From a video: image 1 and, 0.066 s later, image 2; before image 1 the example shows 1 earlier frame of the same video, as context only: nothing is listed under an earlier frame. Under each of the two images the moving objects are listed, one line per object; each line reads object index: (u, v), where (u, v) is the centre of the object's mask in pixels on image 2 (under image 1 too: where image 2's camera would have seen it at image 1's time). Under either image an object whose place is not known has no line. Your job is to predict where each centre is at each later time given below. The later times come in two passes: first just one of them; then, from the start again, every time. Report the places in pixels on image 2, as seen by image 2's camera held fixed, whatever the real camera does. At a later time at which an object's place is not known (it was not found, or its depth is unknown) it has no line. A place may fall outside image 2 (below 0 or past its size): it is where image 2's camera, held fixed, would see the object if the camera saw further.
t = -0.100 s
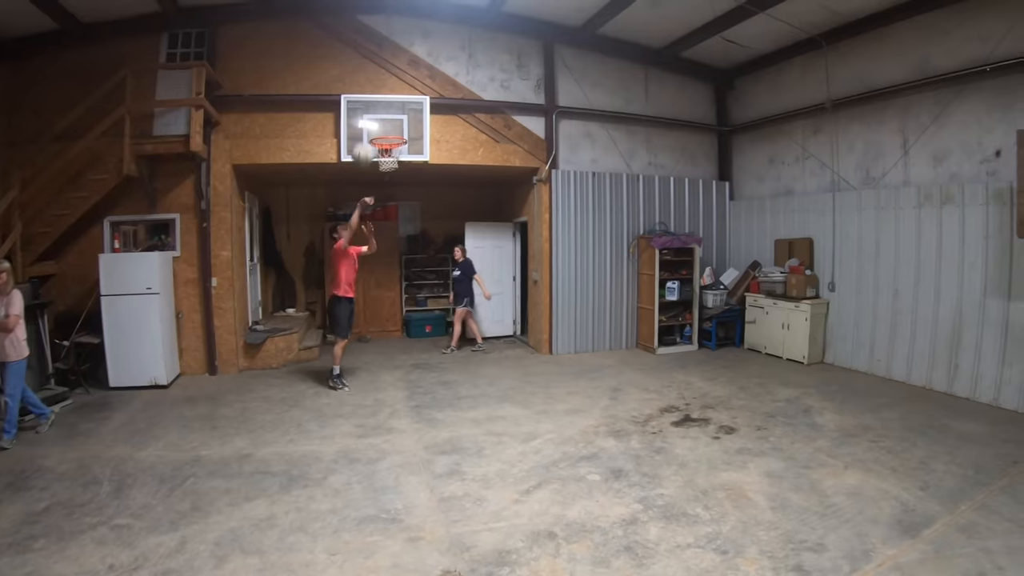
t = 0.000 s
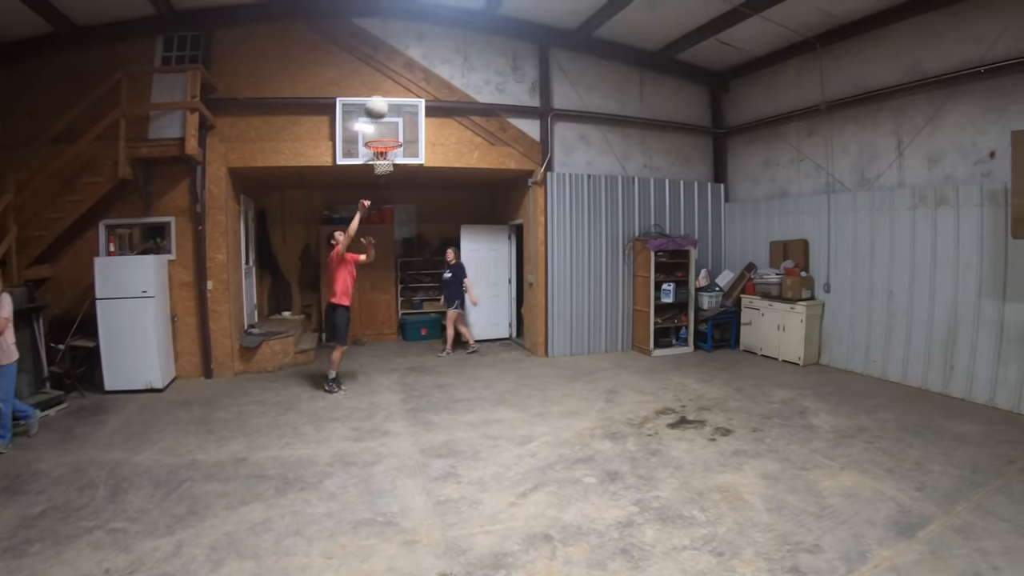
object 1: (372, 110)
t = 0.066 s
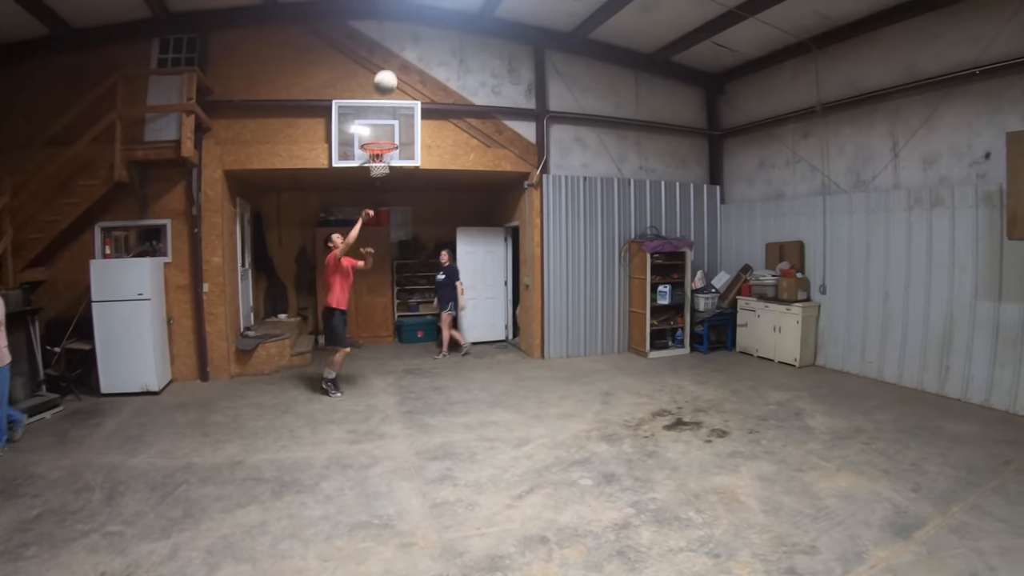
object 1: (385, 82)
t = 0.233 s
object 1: (420, 26)
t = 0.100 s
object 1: (392, 69)
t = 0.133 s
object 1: (399, 55)
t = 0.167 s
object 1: (405, 46)
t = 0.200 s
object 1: (412, 37)
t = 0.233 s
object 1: (420, 26)
